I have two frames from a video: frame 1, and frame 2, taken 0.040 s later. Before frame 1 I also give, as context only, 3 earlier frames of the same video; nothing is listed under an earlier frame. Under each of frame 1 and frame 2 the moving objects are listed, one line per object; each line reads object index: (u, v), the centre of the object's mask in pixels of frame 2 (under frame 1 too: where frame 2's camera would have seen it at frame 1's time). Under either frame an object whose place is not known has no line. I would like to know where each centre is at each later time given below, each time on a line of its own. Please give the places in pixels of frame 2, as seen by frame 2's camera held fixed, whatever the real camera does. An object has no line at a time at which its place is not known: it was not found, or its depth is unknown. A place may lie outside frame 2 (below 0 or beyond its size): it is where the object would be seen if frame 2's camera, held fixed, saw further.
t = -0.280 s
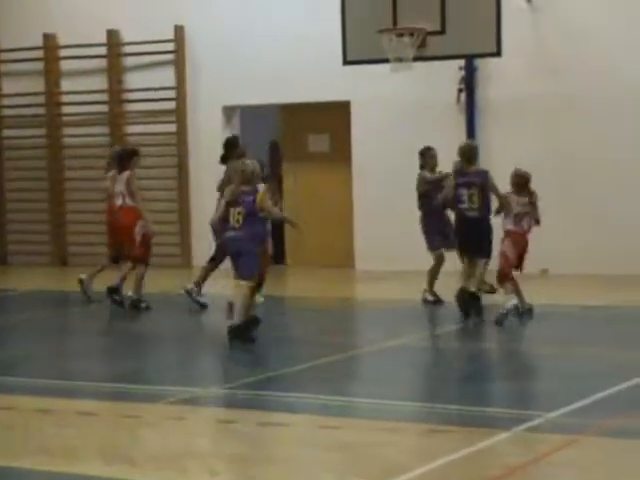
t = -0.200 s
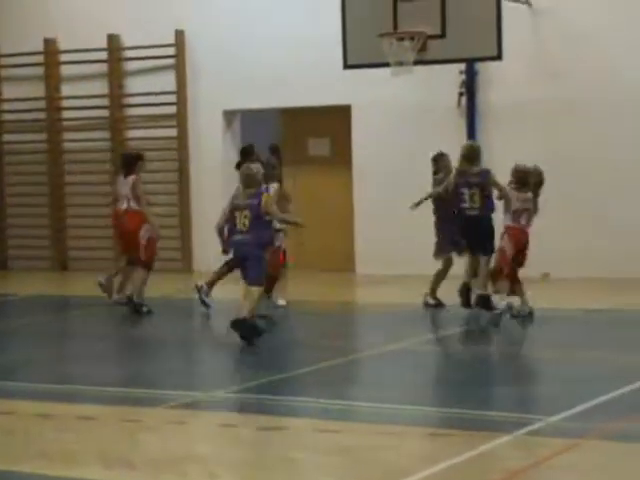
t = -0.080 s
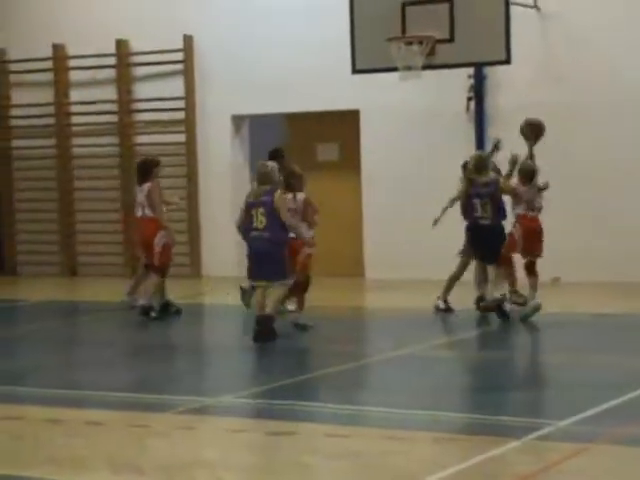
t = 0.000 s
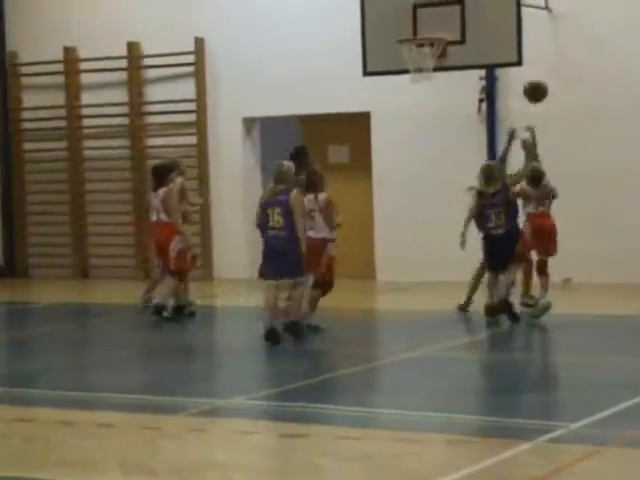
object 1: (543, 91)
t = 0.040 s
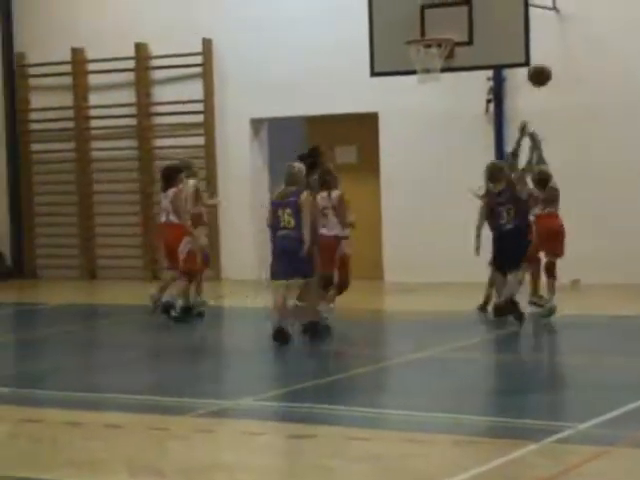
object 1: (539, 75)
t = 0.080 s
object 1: (535, 61)
